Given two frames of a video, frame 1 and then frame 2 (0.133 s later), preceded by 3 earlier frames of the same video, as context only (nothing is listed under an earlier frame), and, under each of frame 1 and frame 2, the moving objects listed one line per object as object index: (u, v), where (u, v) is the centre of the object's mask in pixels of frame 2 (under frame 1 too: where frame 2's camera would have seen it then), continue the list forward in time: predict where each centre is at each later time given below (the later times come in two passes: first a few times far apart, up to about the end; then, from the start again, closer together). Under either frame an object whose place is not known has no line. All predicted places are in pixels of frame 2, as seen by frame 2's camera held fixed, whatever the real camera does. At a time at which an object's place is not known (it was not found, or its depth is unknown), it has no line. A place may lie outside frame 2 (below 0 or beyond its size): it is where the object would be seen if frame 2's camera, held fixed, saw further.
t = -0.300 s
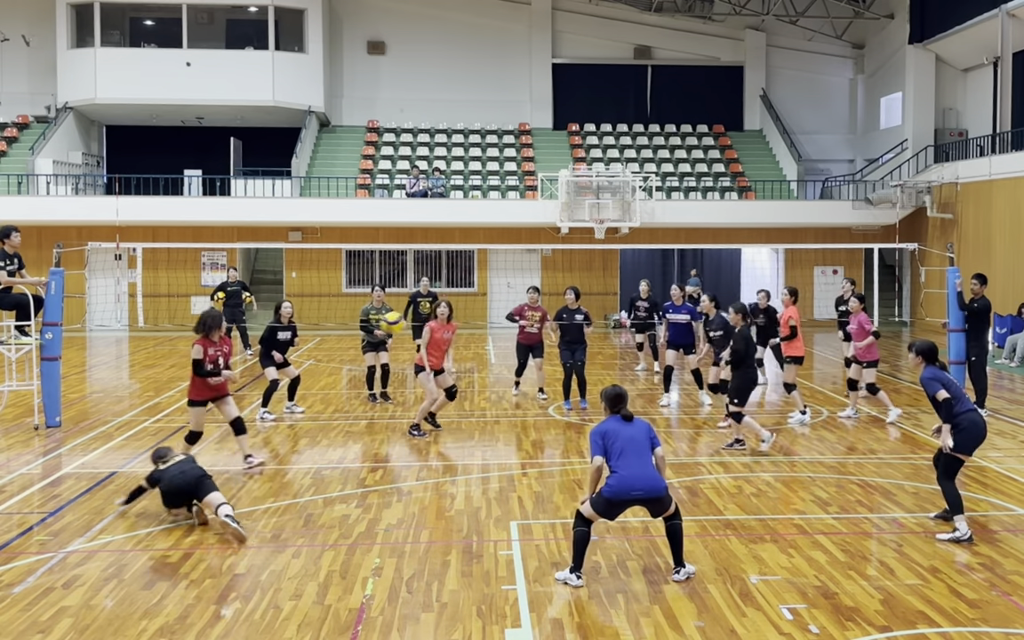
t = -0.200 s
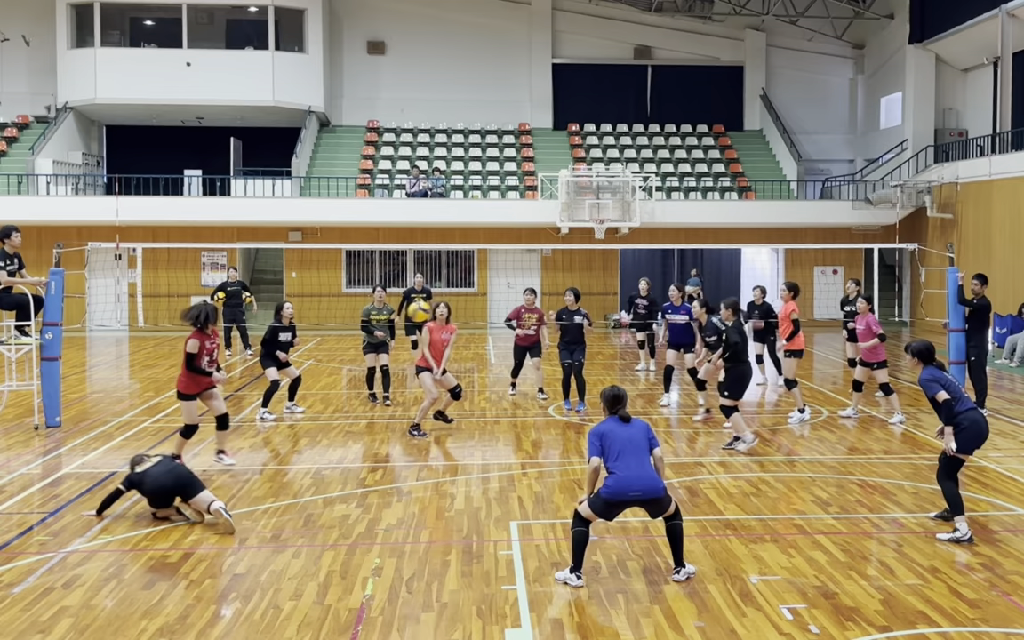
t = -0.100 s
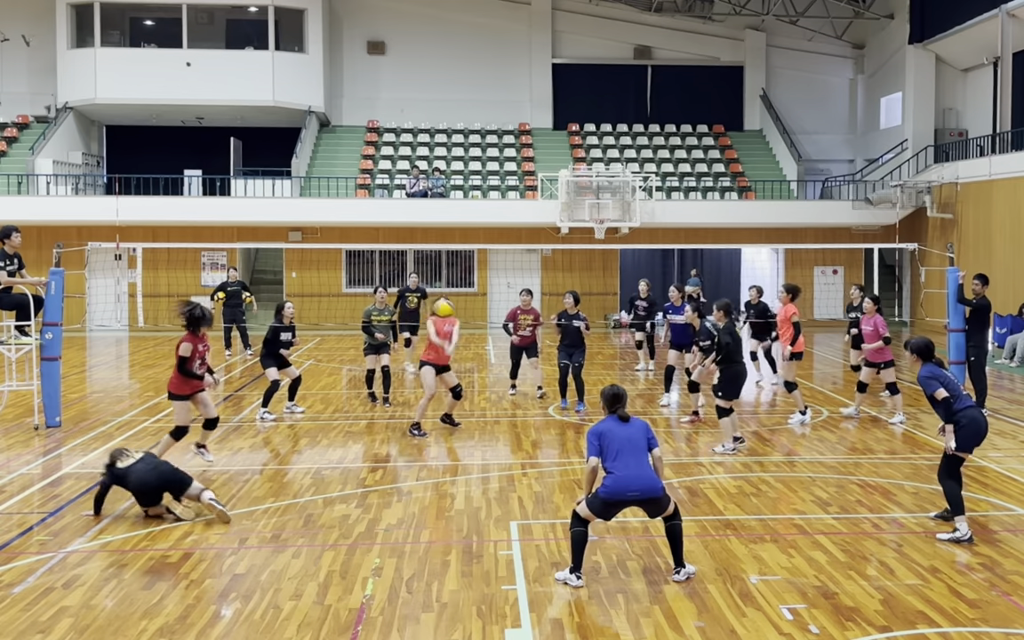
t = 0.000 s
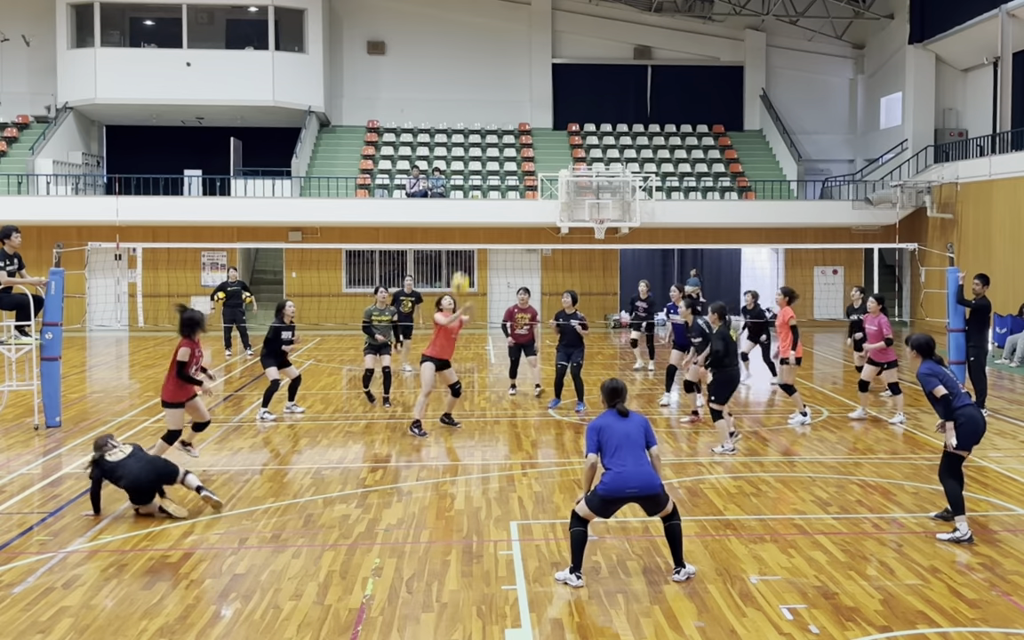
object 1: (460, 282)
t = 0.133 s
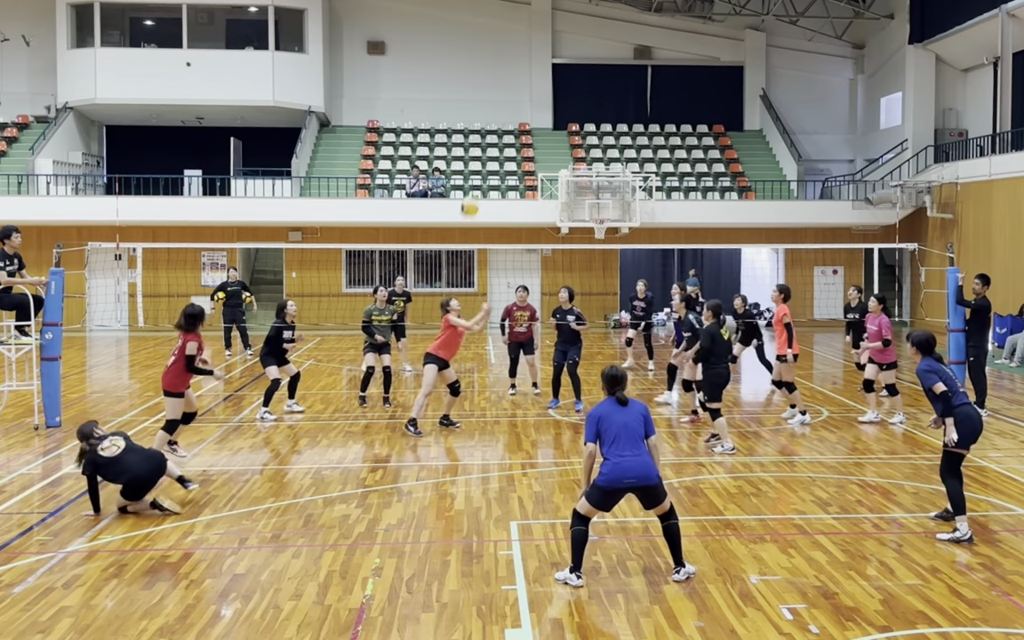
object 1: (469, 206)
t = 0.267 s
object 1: (477, 149)
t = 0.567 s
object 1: (497, 76)
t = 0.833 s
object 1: (513, 76)
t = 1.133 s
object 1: (530, 145)
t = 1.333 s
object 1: (542, 228)
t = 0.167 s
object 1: (471, 191)
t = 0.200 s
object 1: (473, 174)
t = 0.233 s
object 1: (475, 160)
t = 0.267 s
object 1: (477, 149)
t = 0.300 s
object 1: (480, 137)
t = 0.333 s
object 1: (482, 125)
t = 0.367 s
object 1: (484, 115)
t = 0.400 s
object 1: (486, 105)
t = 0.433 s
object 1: (488, 97)
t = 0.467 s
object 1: (490, 90)
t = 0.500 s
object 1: (492, 84)
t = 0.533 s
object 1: (495, 80)
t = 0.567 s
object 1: (497, 76)
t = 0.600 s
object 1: (499, 72)
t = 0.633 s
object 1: (501, 70)
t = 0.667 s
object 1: (503, 69)
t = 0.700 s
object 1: (505, 69)
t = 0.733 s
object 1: (507, 69)
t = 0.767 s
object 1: (510, 70)
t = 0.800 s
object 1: (511, 73)
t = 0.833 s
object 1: (513, 76)
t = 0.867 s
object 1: (515, 80)
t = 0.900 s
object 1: (517, 85)
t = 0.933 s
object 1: (519, 90)
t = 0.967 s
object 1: (521, 97)
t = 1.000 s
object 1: (523, 106)
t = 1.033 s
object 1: (525, 115)
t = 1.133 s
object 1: (530, 145)
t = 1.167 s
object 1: (533, 157)
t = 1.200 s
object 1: (535, 169)
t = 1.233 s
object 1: (537, 182)
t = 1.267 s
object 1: (538, 196)
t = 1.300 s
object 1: (541, 212)
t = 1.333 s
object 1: (542, 228)
